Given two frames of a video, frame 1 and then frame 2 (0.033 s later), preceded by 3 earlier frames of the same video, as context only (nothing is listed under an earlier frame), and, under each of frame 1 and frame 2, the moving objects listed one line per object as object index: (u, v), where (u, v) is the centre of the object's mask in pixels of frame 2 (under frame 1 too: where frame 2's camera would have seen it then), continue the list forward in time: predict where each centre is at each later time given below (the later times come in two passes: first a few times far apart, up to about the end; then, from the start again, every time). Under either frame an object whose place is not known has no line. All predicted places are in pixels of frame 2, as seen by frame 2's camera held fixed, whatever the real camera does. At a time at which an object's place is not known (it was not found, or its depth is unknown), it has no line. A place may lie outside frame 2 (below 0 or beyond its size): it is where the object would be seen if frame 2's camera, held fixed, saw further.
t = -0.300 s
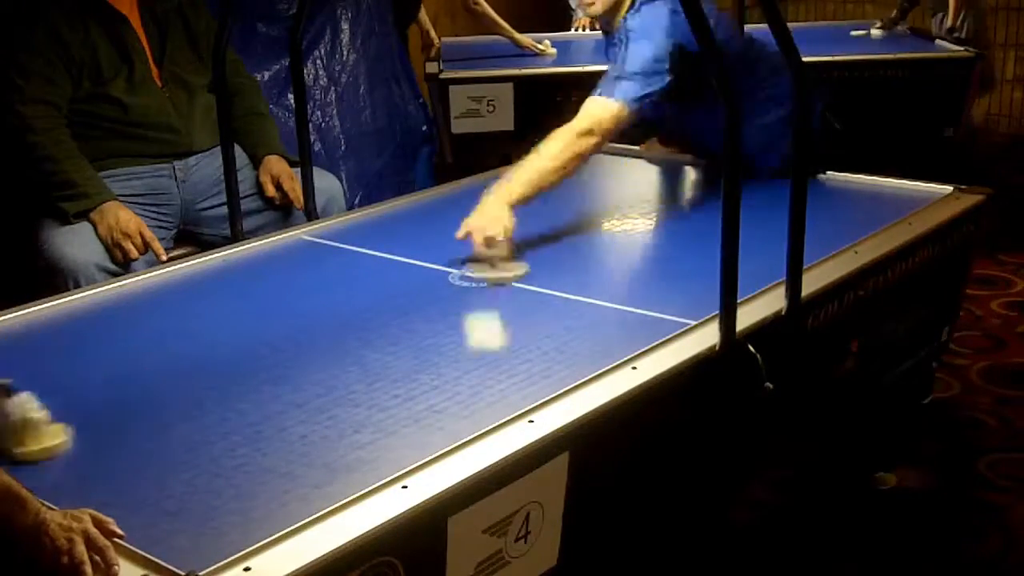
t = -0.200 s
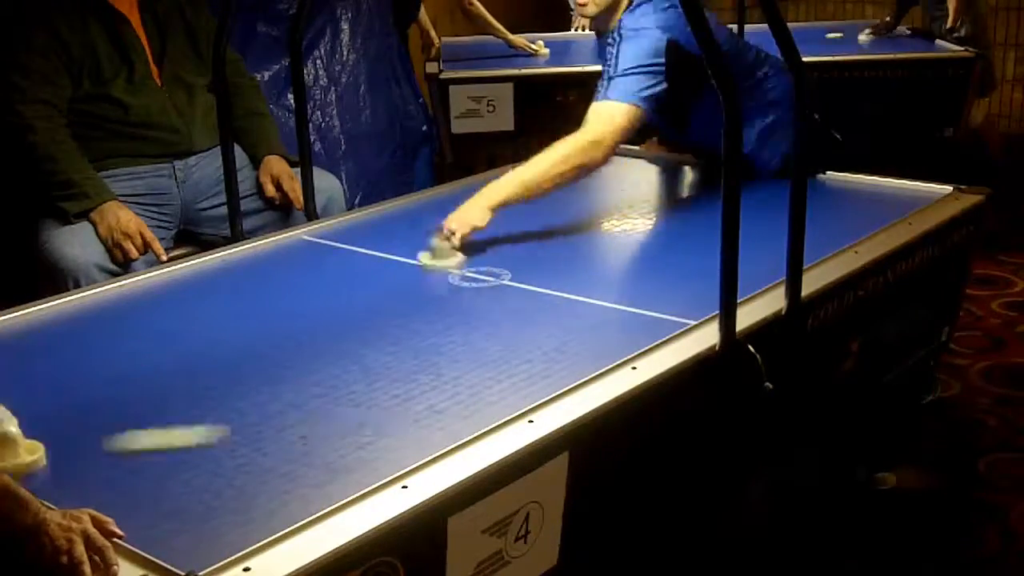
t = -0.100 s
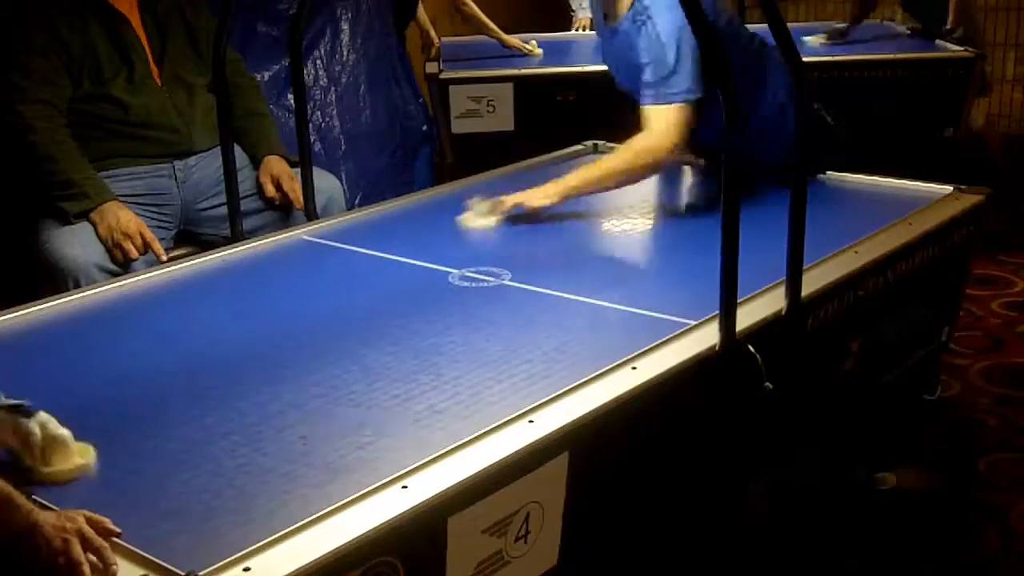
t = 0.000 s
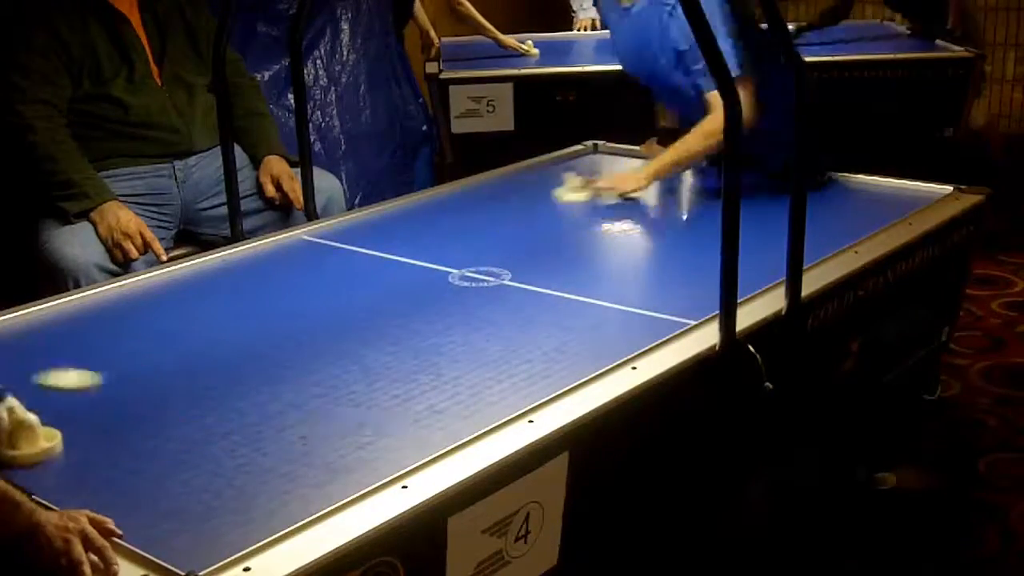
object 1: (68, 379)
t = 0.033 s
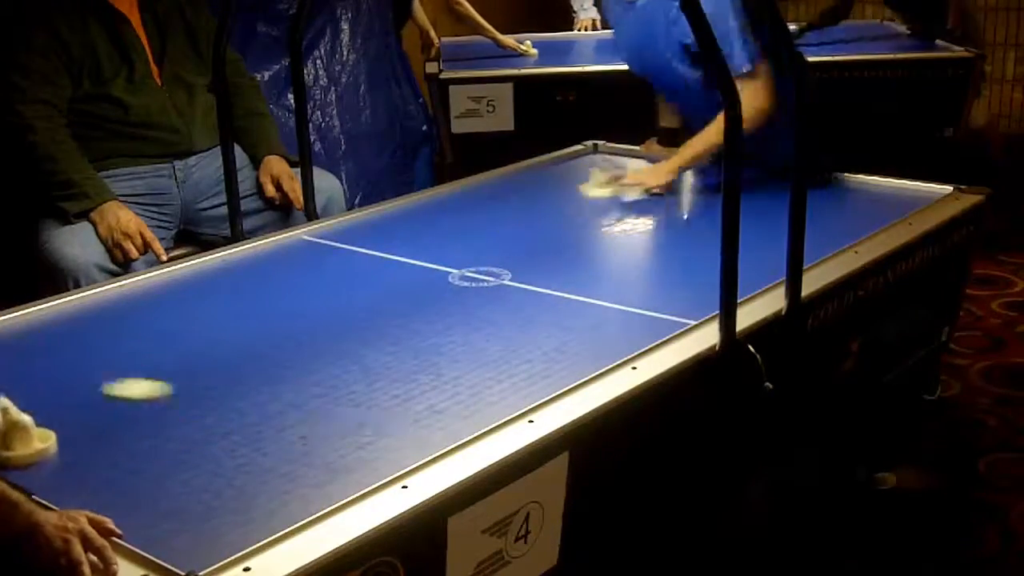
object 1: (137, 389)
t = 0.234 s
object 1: (380, 396)
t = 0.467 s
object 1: (168, 293)
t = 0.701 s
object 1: (375, 332)
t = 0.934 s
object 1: (503, 355)
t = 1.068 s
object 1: (376, 324)
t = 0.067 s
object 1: (210, 399)
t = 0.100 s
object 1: (285, 410)
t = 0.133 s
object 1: (364, 421)
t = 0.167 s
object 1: (442, 431)
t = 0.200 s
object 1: (420, 416)
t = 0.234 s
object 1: (380, 396)
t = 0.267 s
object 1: (342, 378)
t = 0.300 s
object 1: (308, 361)
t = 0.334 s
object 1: (275, 345)
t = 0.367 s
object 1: (244, 331)
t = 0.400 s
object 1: (217, 318)
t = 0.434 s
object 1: (192, 305)
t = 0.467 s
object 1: (168, 293)
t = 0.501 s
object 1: (170, 290)
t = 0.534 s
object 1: (201, 297)
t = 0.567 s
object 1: (233, 303)
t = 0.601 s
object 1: (266, 310)
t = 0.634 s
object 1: (301, 317)
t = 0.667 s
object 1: (337, 324)
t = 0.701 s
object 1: (375, 332)
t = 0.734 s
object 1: (414, 340)
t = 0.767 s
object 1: (455, 348)
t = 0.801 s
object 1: (497, 356)
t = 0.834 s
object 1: (540, 365)
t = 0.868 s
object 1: (571, 371)
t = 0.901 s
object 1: (538, 363)
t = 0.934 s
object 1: (503, 355)
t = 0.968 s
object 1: (470, 347)
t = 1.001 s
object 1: (437, 339)
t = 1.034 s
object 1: (406, 331)
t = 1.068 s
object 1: (376, 324)
